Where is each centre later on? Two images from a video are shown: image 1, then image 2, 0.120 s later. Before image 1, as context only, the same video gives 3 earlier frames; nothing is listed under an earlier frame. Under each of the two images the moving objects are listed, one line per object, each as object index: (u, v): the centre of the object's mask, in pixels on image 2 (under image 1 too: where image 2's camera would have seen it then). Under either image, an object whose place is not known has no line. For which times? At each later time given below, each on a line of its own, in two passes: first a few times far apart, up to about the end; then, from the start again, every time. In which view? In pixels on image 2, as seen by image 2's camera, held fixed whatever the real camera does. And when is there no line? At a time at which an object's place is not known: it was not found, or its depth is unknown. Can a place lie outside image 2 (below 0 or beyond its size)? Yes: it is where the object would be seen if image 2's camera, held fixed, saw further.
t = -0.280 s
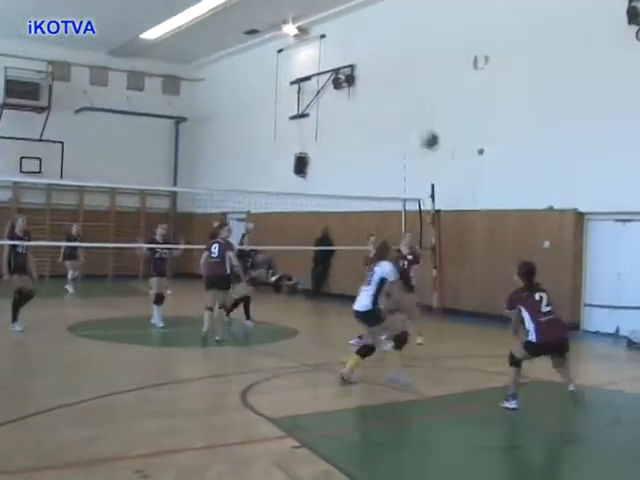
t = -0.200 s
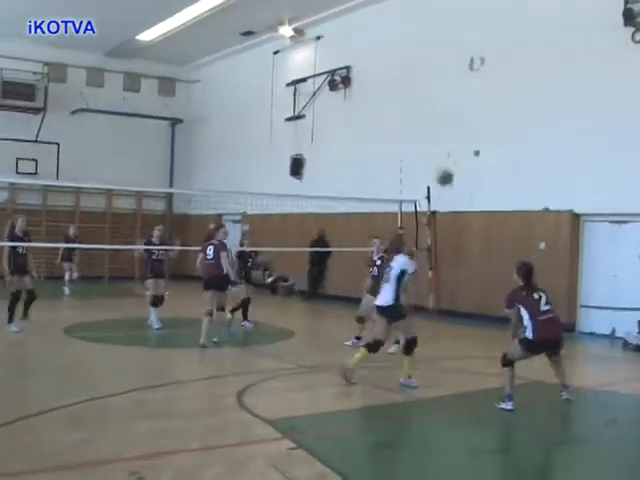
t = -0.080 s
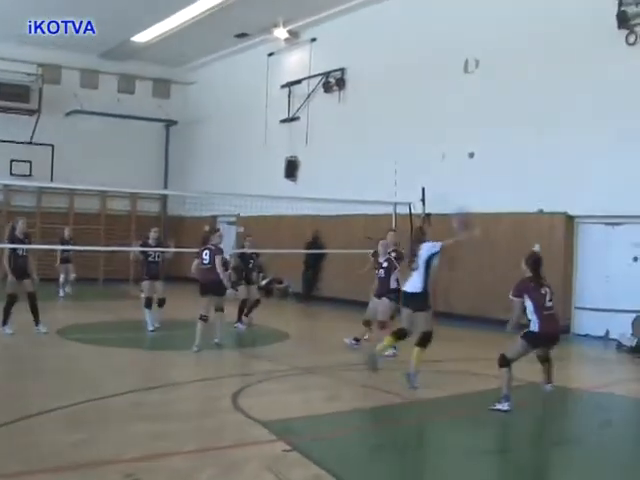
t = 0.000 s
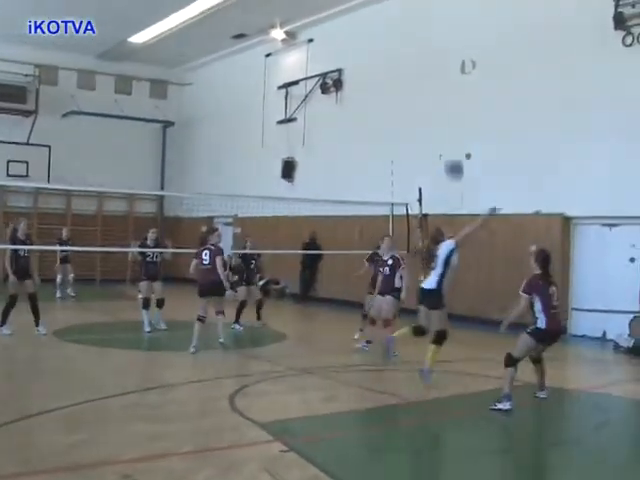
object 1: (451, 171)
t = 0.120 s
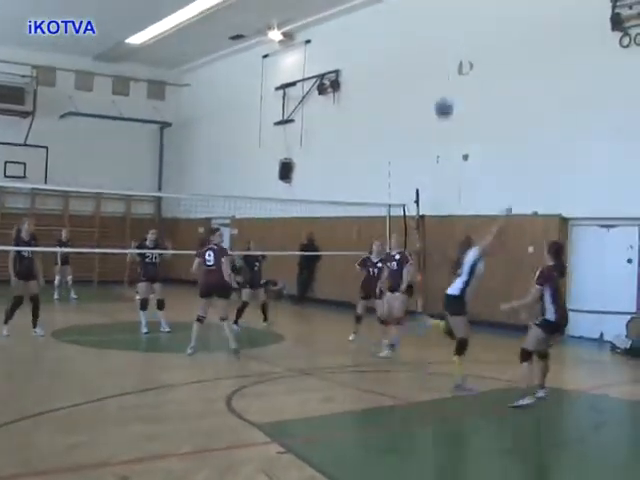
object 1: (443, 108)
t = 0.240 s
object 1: (437, 64)
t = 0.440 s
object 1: (425, 22)
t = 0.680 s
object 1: (411, 16)
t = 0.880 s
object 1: (401, 40)
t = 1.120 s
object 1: (391, 101)
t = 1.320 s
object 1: (382, 173)
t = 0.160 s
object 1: (441, 92)
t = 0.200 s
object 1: (439, 77)
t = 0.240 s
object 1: (437, 64)
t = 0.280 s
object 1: (434, 52)
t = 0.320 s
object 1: (432, 43)
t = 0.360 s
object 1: (429, 35)
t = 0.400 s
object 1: (427, 28)
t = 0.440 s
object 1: (425, 22)
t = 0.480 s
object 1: (423, 18)
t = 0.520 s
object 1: (420, 15)
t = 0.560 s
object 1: (418, 13)
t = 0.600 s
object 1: (415, 13)
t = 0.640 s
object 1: (413, 14)
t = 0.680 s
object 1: (411, 16)
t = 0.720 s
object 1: (409, 18)
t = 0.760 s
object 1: (407, 22)
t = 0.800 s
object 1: (405, 27)
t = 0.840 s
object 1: (404, 33)
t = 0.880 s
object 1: (401, 40)
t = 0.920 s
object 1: (399, 48)
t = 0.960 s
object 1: (397, 57)
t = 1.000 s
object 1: (395, 66)
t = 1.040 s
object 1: (393, 77)
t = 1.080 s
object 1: (392, 89)
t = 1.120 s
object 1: (391, 101)
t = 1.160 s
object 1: (388, 114)
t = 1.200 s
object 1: (387, 127)
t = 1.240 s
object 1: (385, 142)
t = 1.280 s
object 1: (384, 157)
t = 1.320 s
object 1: (382, 173)
